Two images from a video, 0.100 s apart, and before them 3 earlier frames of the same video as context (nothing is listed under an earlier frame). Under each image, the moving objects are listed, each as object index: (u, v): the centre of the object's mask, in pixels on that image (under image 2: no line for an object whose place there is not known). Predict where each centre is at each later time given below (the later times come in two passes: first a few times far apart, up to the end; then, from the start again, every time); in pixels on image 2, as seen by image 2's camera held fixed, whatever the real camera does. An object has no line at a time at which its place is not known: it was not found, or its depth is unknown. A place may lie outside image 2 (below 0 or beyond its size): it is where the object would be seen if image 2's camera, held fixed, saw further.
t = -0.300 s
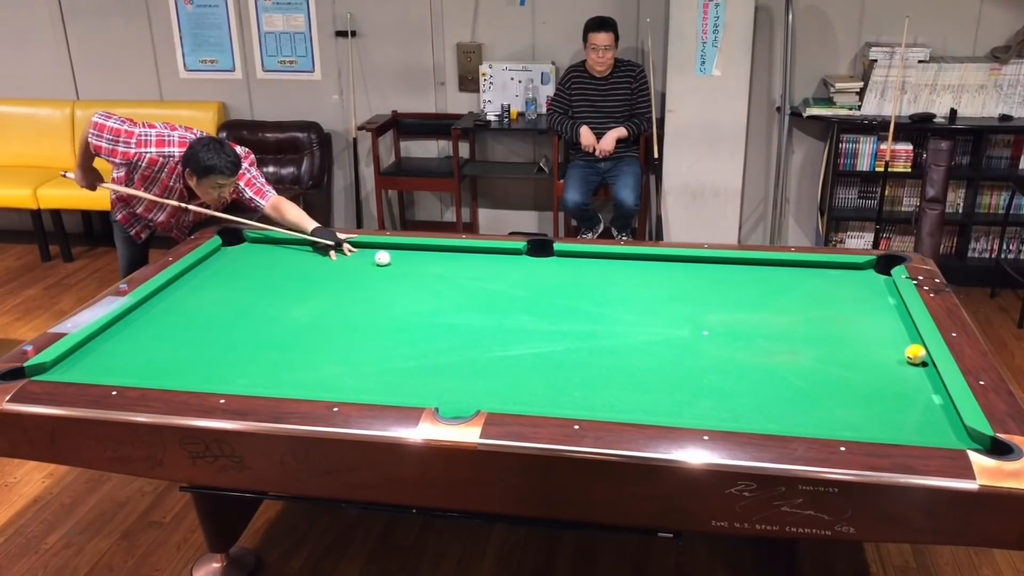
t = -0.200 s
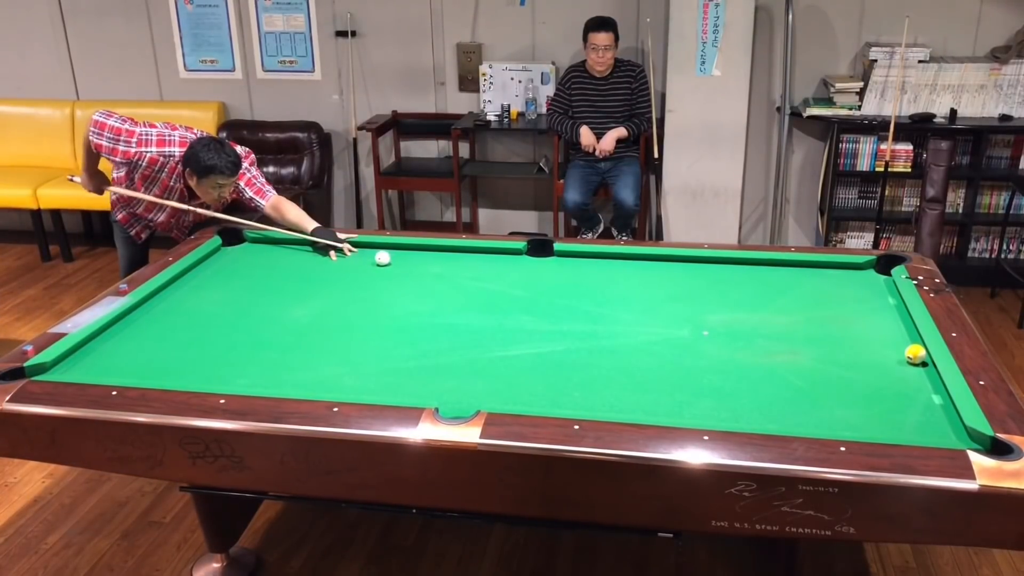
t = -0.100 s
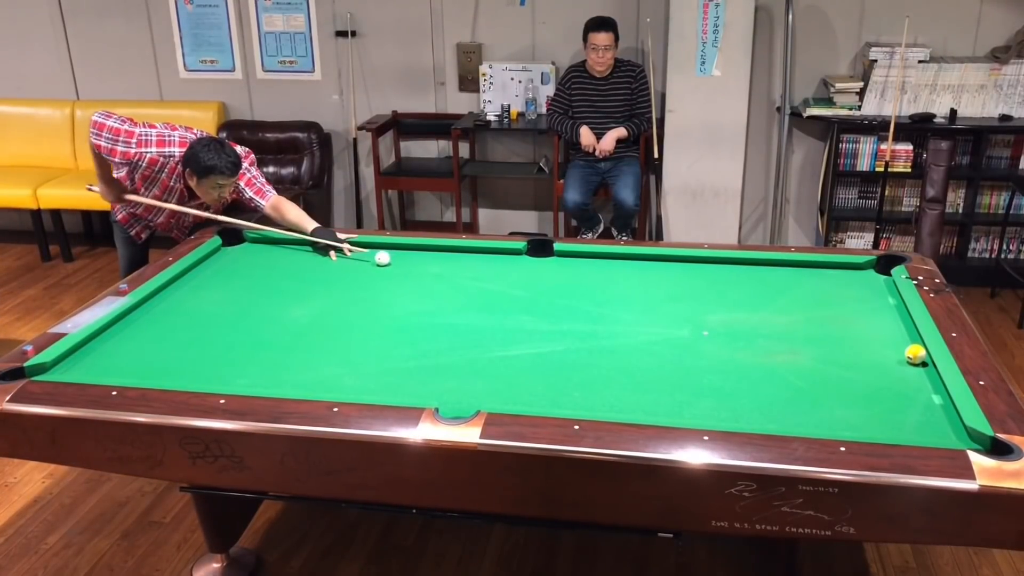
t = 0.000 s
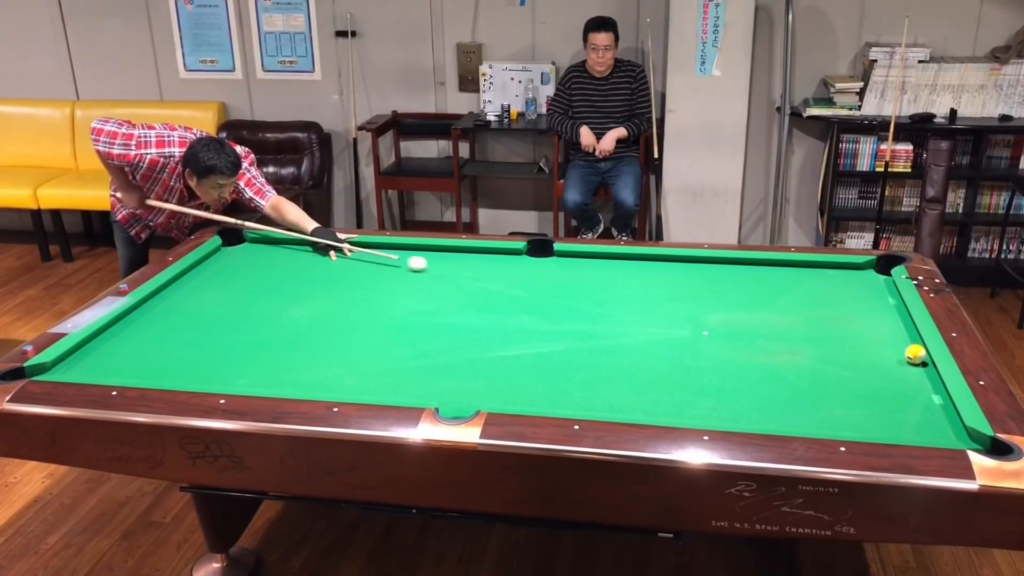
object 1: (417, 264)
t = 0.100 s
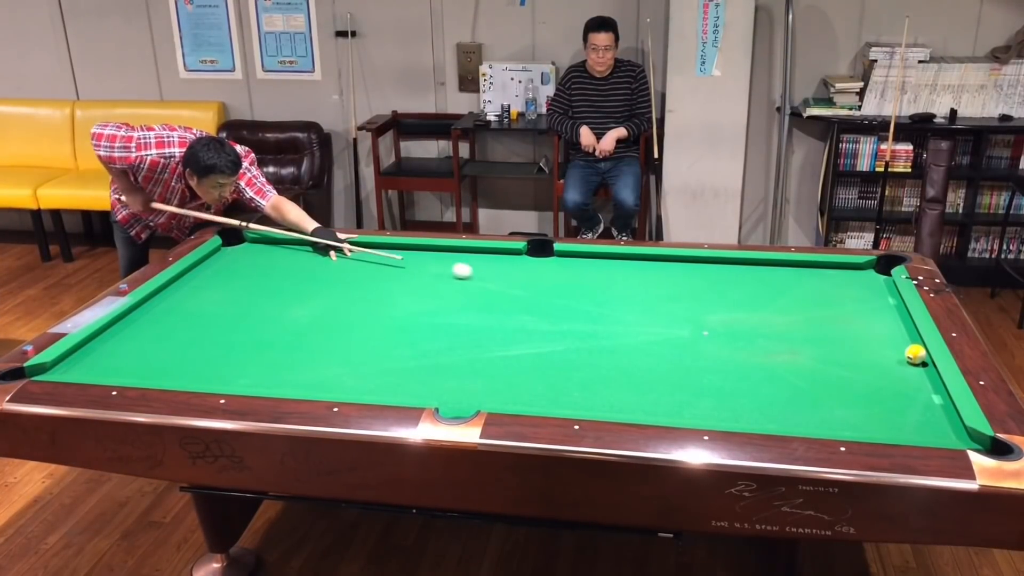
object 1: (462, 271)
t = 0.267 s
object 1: (540, 284)
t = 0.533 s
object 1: (679, 306)
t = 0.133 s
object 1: (477, 273)
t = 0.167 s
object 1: (492, 276)
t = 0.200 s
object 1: (508, 279)
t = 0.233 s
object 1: (524, 281)
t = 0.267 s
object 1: (540, 284)
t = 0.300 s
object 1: (557, 286)
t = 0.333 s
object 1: (573, 289)
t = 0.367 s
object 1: (590, 292)
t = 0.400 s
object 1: (608, 295)
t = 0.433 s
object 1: (625, 297)
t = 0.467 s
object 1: (643, 300)
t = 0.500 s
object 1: (661, 303)
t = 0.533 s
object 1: (679, 306)
